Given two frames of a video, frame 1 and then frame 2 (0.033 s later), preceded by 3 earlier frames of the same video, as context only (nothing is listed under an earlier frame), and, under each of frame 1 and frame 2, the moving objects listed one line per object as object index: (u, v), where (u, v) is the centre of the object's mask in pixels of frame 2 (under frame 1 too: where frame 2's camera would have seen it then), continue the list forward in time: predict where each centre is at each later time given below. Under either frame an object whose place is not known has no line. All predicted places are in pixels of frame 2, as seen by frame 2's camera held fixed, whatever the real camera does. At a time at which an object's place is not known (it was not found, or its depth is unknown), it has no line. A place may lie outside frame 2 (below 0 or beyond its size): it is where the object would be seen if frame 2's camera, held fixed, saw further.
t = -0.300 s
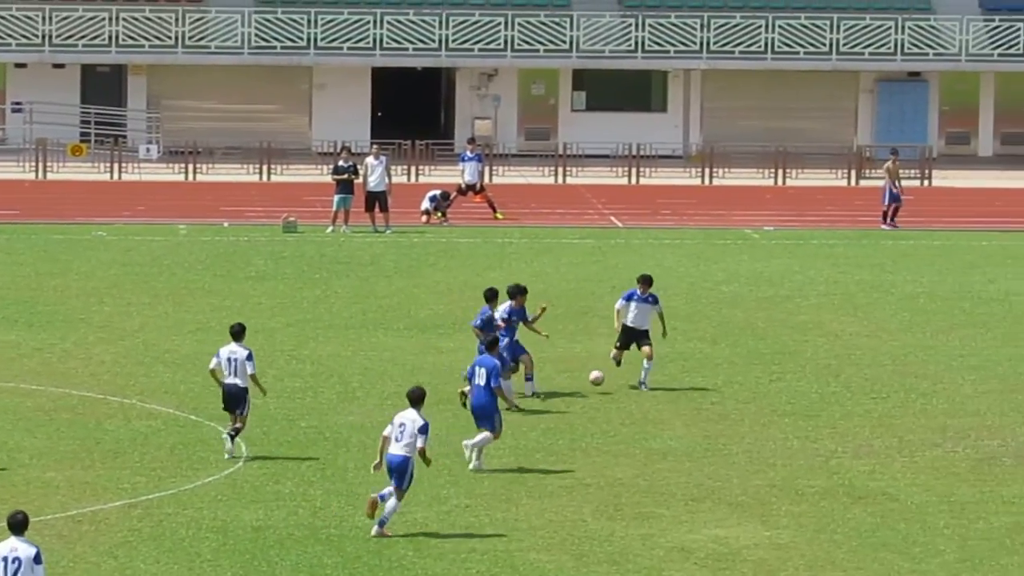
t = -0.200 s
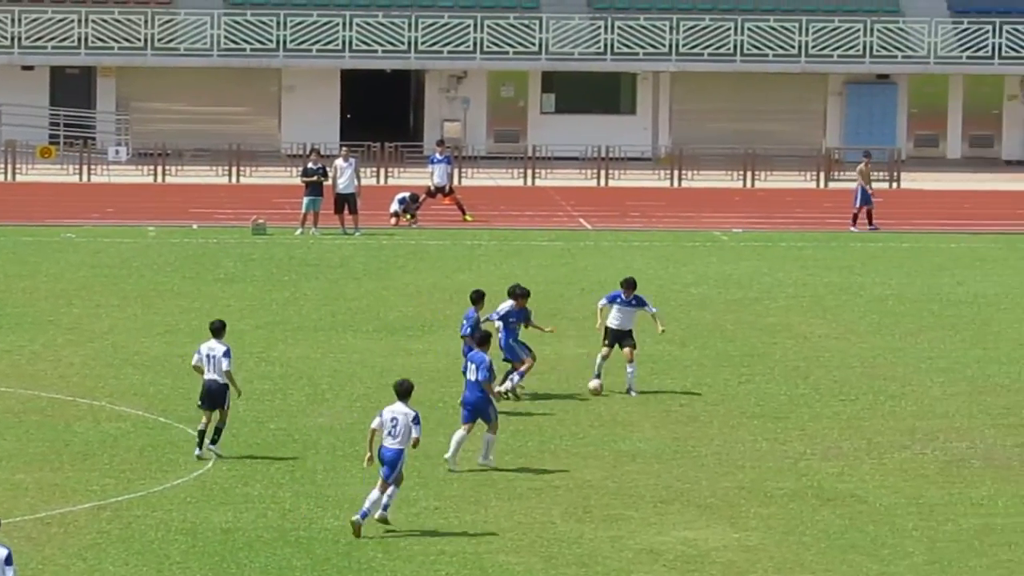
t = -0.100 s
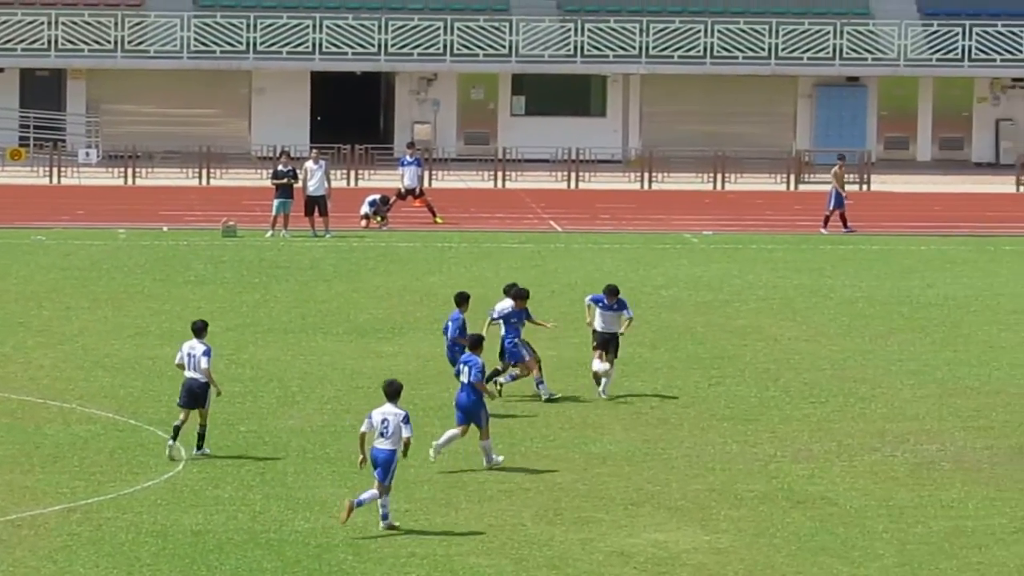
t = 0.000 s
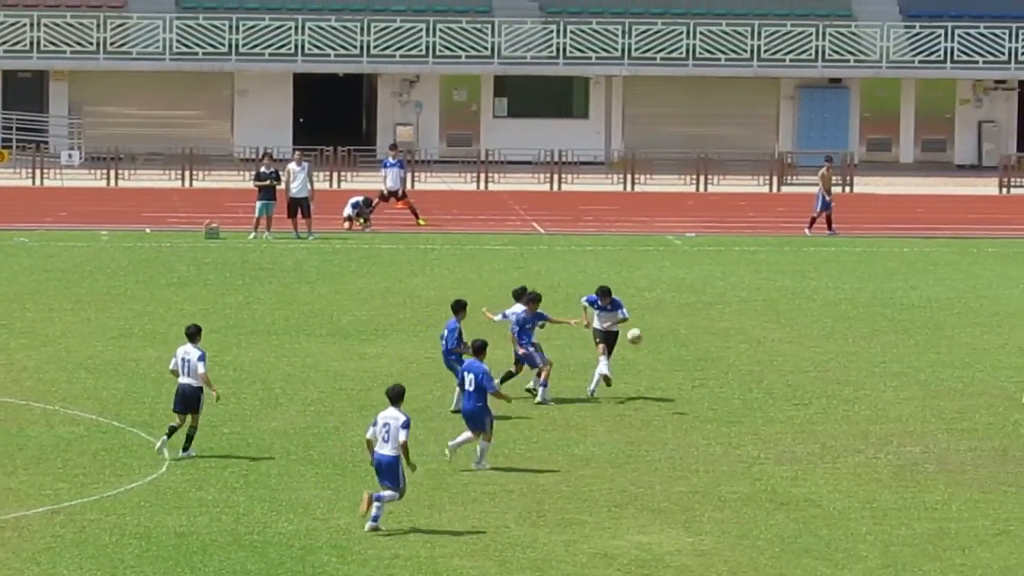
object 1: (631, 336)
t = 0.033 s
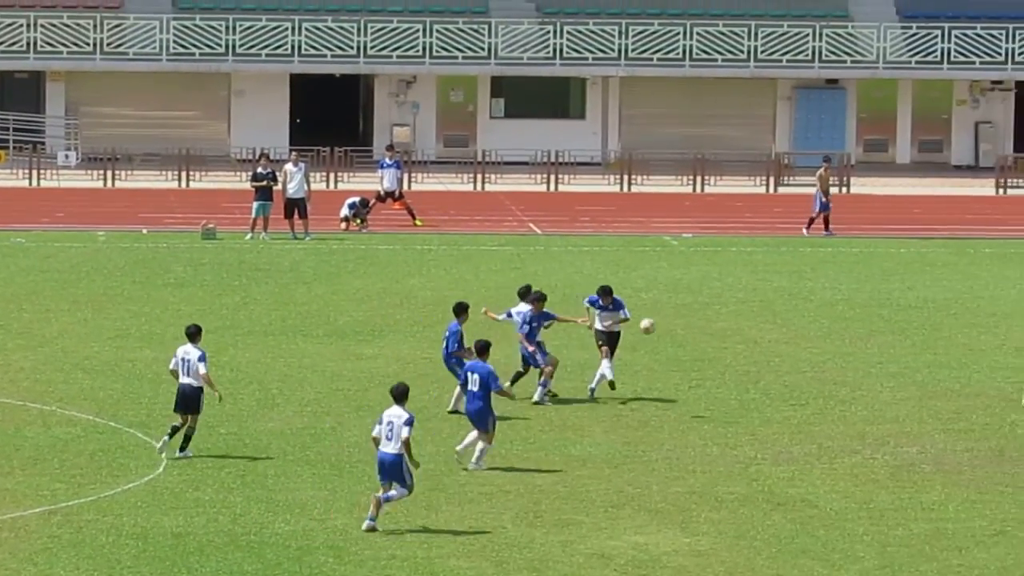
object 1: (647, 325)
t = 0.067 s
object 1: (662, 315)
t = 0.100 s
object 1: (678, 307)
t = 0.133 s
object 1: (694, 298)
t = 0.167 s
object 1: (709, 290)
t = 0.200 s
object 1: (725, 283)
